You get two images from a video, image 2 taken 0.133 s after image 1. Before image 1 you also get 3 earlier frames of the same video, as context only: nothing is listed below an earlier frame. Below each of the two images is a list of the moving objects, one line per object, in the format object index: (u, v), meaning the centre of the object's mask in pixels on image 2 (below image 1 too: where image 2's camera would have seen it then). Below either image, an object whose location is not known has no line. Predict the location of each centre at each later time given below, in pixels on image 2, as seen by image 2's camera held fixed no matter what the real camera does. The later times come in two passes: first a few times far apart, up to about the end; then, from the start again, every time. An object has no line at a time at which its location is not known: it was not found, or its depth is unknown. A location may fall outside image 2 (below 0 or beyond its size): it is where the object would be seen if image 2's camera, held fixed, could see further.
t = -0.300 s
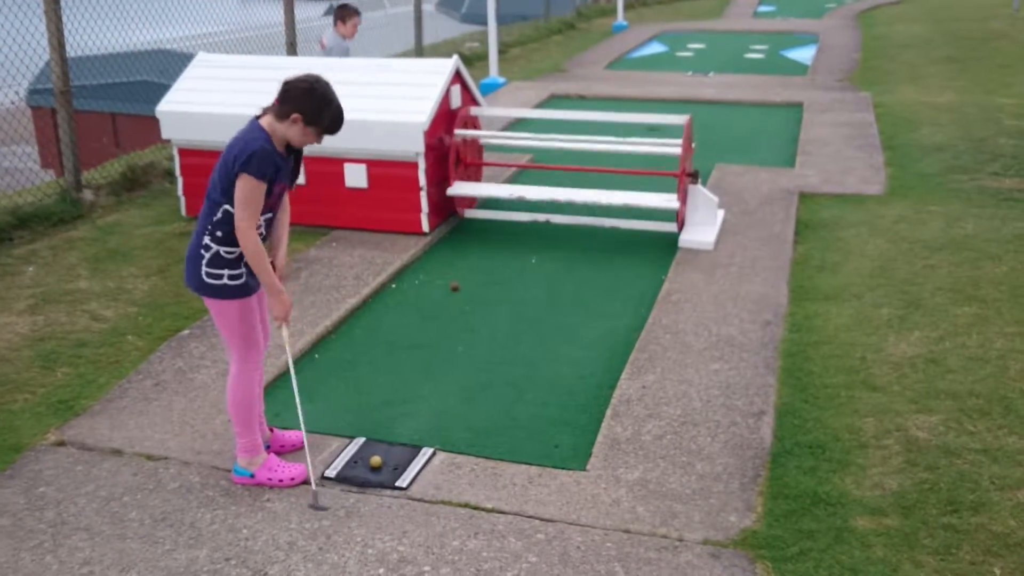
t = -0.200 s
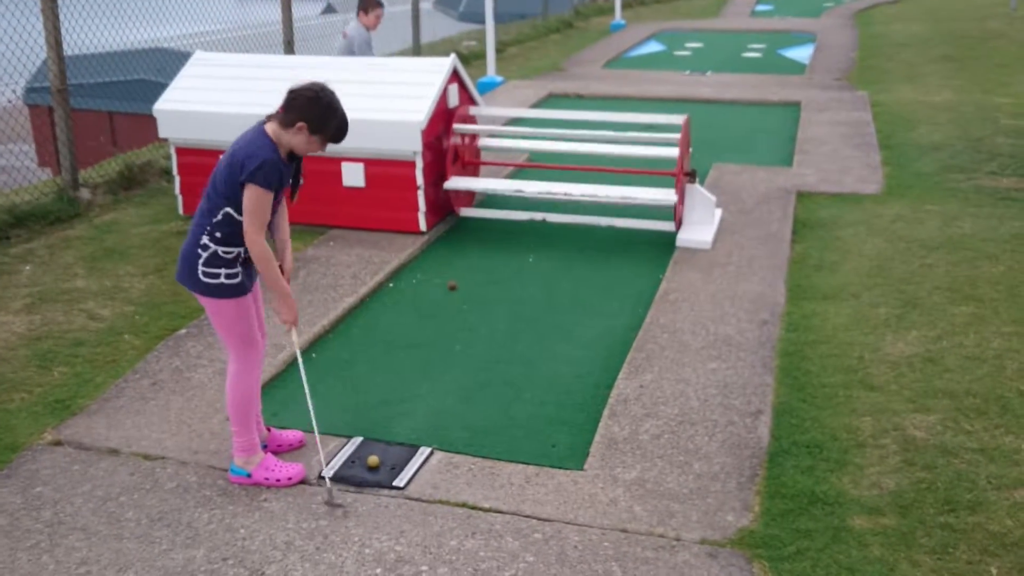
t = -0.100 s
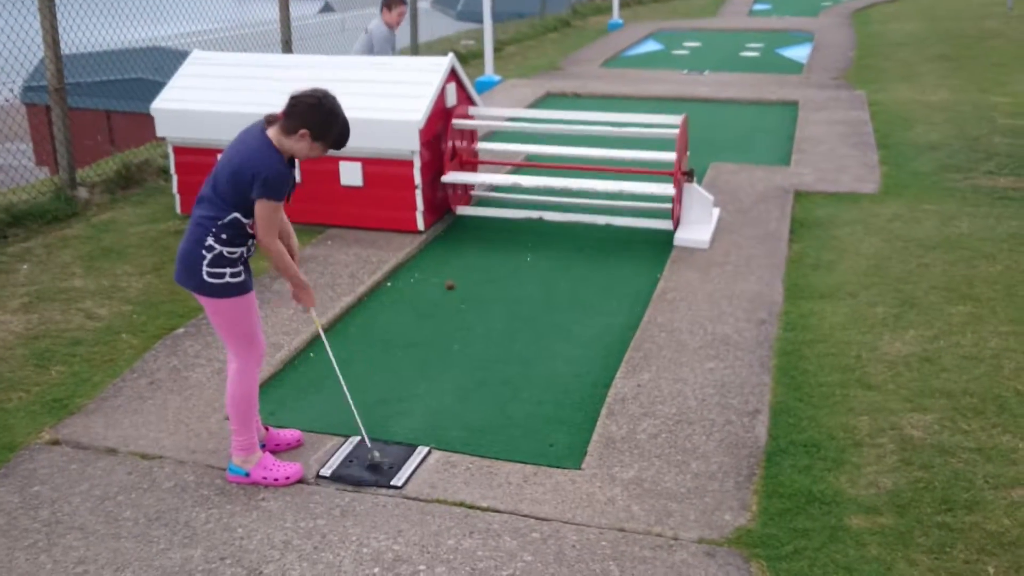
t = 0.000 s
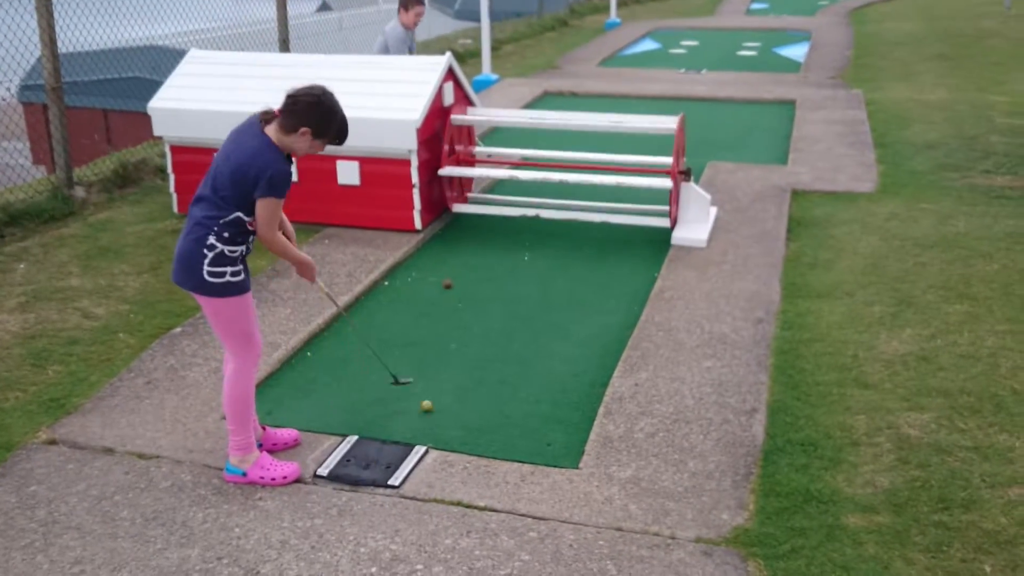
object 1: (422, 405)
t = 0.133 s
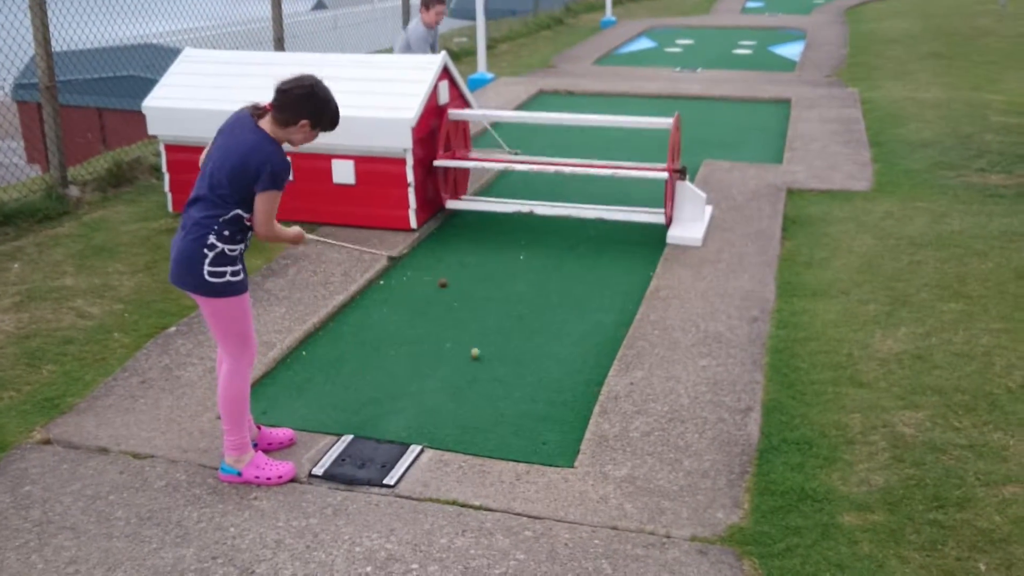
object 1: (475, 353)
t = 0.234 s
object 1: (504, 326)
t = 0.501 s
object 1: (563, 268)
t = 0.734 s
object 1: (602, 230)
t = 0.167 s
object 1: (486, 344)
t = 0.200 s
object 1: (495, 334)
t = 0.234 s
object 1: (504, 326)
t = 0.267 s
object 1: (513, 317)
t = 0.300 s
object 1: (521, 309)
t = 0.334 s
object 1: (529, 301)
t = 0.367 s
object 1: (536, 293)
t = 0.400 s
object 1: (543, 287)
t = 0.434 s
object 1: (550, 280)
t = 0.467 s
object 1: (557, 273)
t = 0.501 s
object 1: (563, 268)
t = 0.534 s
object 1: (569, 262)
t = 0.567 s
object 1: (575, 257)
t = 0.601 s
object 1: (581, 250)
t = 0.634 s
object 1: (586, 245)
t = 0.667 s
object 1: (591, 240)
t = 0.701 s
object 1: (596, 235)
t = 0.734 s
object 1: (602, 230)
